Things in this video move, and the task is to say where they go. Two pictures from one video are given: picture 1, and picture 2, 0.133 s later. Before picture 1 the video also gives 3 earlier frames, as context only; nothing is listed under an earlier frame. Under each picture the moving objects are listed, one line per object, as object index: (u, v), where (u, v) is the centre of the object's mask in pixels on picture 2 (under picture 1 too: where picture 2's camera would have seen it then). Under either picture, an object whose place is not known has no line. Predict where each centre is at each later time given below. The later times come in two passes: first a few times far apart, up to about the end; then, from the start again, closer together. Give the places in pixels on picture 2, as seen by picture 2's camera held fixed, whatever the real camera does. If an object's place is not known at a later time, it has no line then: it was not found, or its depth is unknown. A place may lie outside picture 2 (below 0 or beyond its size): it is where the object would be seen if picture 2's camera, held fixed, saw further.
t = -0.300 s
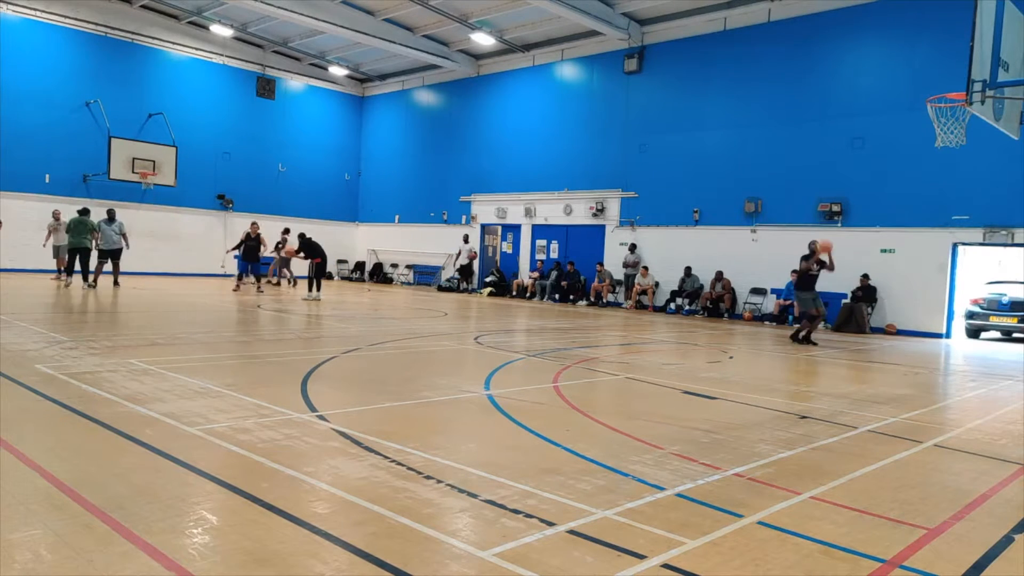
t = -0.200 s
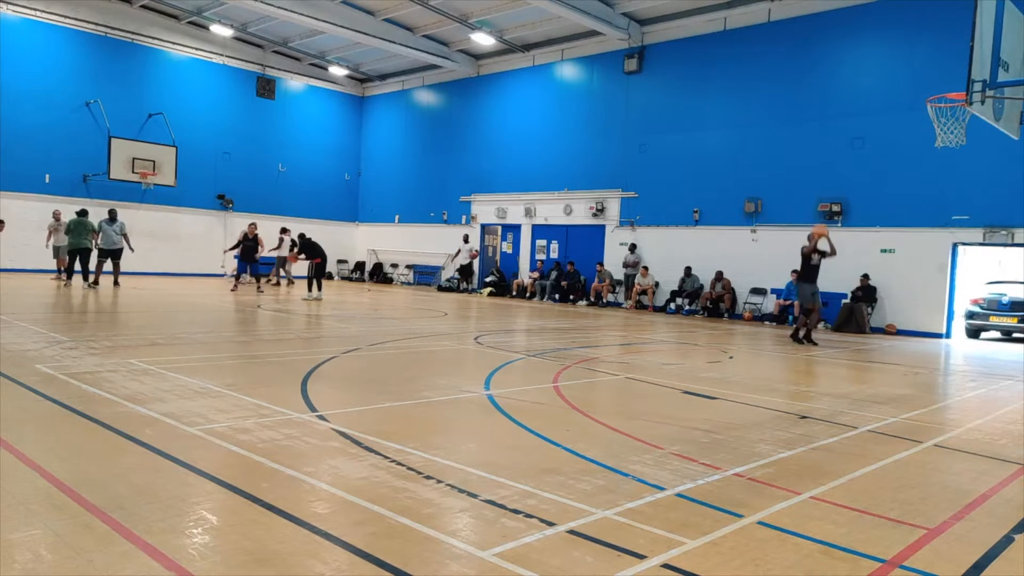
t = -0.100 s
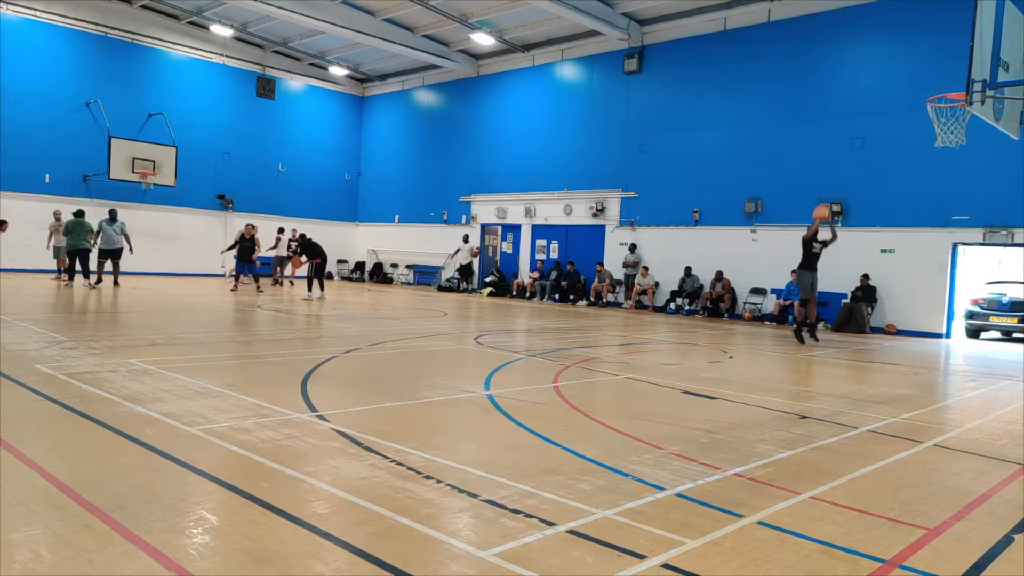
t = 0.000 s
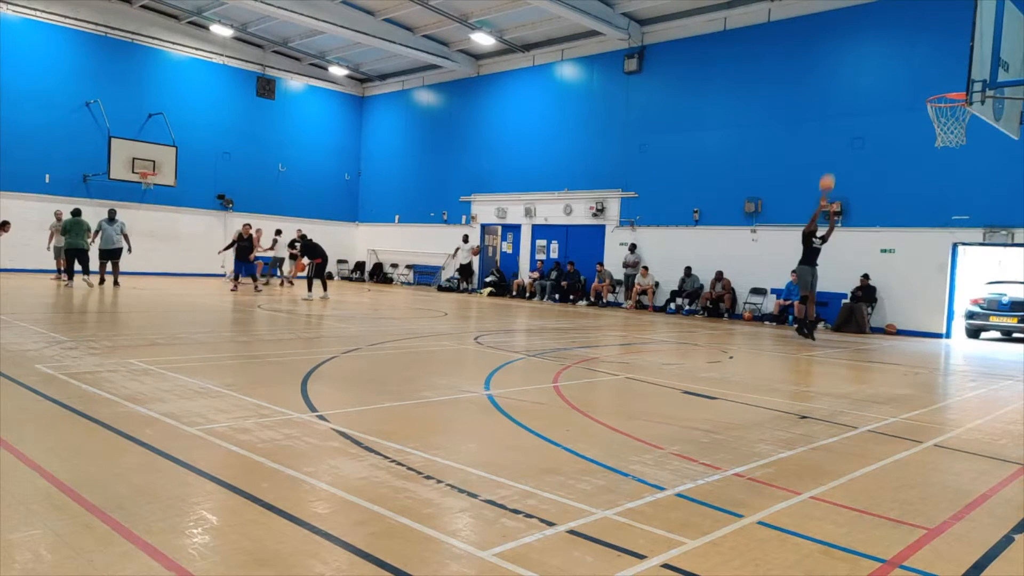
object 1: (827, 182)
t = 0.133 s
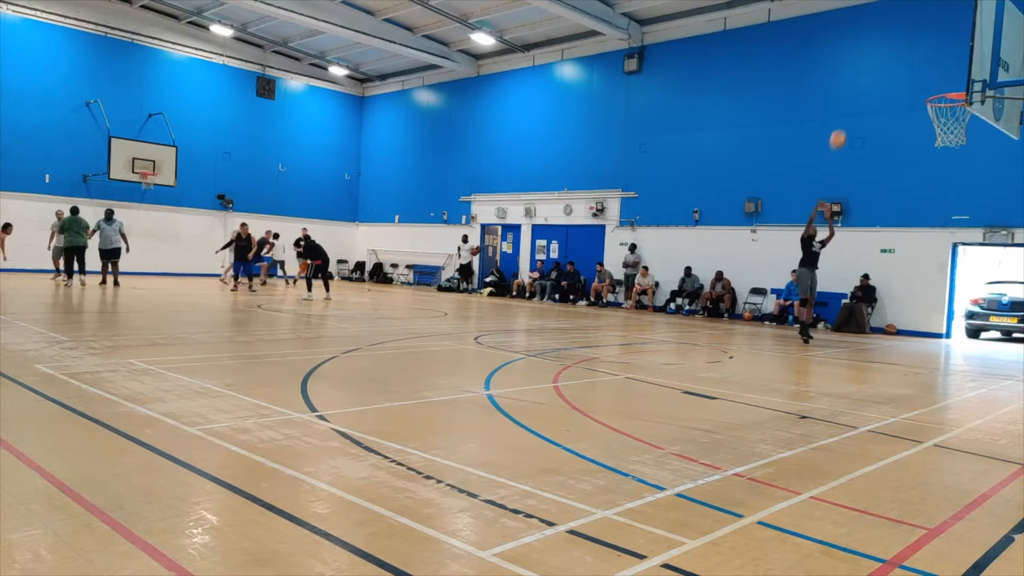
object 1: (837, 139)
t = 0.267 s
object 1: (849, 103)
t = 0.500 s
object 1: (868, 64)
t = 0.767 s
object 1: (890, 61)
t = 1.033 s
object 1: (912, 119)
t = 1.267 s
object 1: (929, 229)
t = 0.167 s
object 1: (840, 129)
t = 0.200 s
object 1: (843, 120)
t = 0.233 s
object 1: (846, 112)
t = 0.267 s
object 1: (849, 103)
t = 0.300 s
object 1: (852, 95)
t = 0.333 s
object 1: (855, 89)
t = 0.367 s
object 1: (858, 83)
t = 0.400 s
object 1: (860, 77)
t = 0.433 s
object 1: (863, 72)
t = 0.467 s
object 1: (866, 67)
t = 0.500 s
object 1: (868, 64)
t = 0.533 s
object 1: (871, 61)
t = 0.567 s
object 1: (874, 59)
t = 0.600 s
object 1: (877, 57)
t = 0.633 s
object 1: (879, 56)
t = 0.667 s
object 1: (882, 56)
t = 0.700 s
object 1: (885, 57)
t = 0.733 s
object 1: (888, 59)
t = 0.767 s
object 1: (890, 61)
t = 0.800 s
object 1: (893, 65)
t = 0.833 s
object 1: (896, 69)
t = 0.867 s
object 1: (898, 75)
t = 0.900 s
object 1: (901, 81)
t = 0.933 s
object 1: (904, 89)
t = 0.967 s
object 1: (907, 98)
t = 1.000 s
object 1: (909, 108)
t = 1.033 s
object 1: (912, 119)
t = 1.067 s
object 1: (914, 131)
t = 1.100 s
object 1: (917, 144)
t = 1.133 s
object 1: (919, 158)
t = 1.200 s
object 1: (924, 192)
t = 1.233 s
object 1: (926, 211)
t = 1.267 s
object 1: (929, 229)
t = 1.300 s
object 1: (931, 253)
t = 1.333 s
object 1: (933, 276)
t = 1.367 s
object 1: (934, 301)
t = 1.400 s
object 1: (936, 328)
